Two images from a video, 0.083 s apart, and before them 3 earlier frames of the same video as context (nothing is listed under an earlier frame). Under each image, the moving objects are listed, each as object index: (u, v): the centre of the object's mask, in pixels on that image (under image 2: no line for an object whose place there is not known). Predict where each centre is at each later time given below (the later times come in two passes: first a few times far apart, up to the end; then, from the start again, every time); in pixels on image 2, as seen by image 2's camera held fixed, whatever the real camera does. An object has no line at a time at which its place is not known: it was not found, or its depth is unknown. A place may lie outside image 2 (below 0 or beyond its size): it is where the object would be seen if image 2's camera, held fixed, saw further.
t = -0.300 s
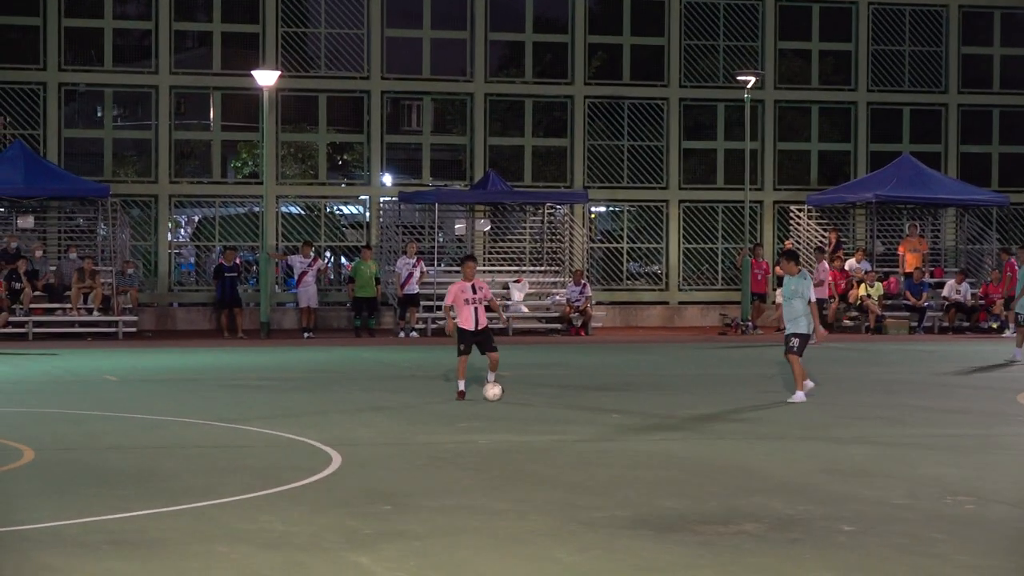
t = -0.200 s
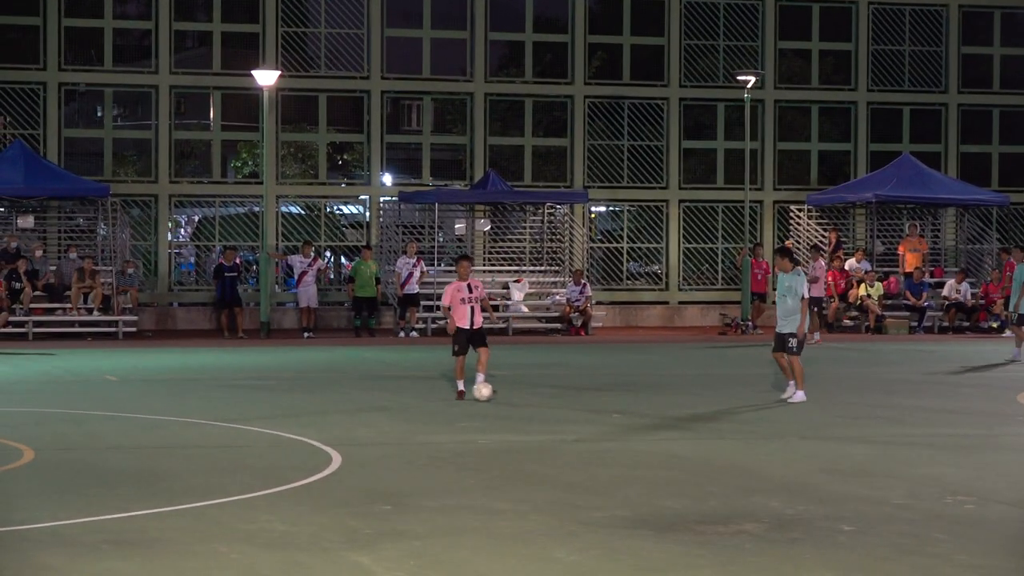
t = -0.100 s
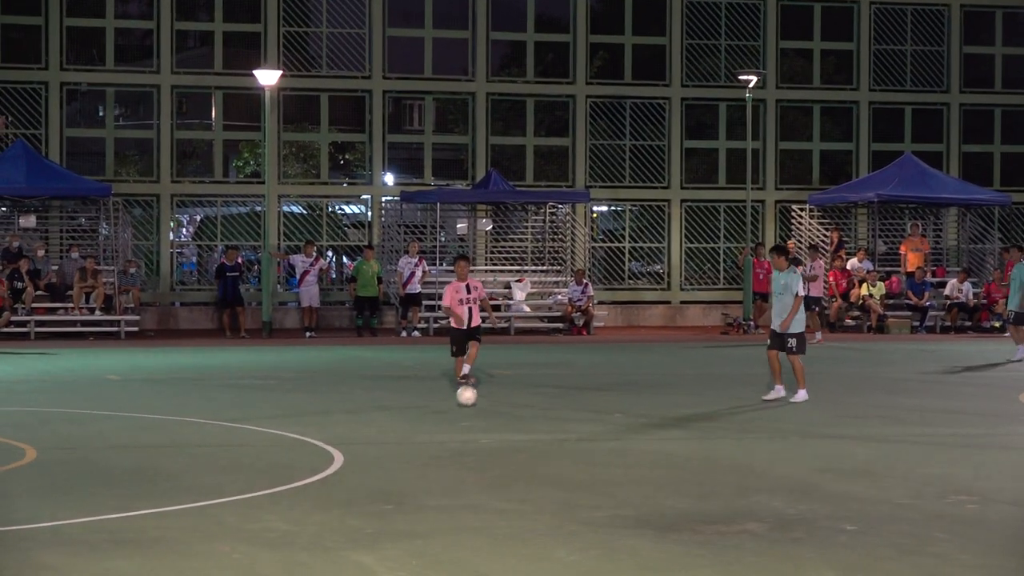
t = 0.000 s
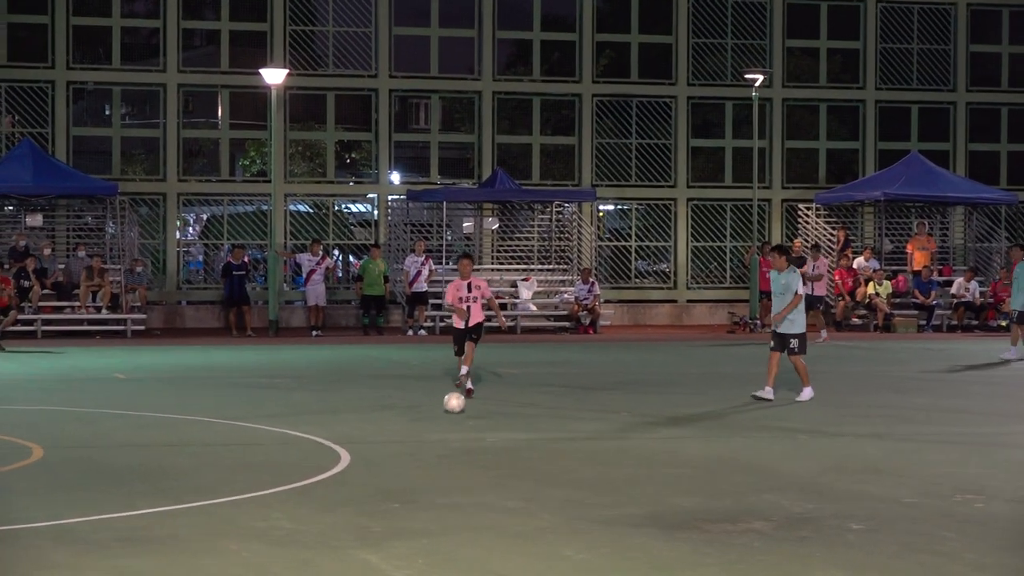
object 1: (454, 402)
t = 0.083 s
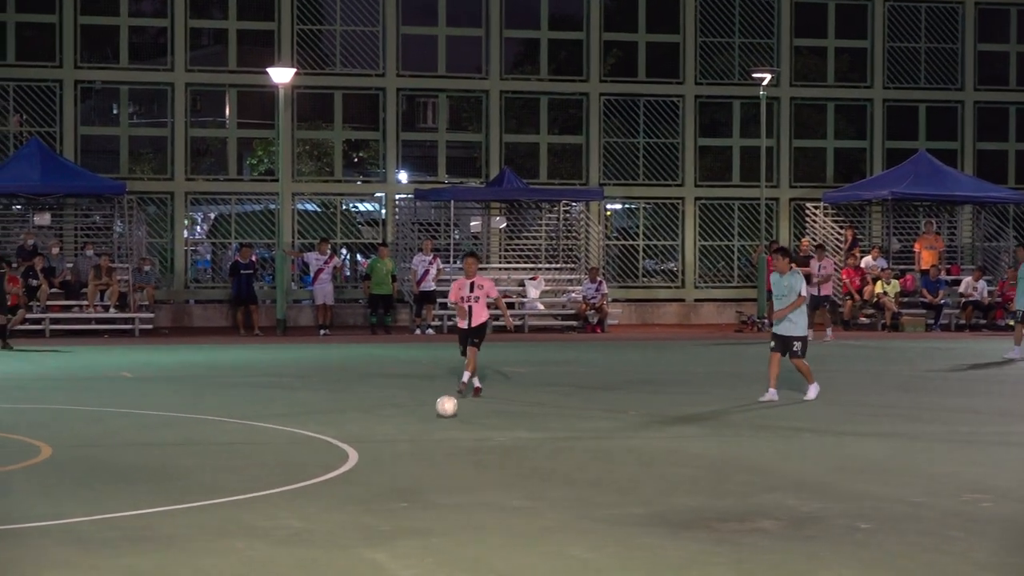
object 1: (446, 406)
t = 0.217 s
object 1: (422, 414)
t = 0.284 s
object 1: (410, 419)
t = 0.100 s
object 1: (443, 408)
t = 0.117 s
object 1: (440, 410)
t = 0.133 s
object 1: (437, 411)
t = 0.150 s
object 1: (434, 412)
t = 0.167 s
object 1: (431, 412)
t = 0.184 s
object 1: (428, 412)
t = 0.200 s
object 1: (425, 413)
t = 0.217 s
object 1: (422, 414)
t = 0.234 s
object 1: (419, 415)
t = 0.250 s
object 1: (416, 417)
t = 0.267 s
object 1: (413, 418)
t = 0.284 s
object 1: (410, 419)
